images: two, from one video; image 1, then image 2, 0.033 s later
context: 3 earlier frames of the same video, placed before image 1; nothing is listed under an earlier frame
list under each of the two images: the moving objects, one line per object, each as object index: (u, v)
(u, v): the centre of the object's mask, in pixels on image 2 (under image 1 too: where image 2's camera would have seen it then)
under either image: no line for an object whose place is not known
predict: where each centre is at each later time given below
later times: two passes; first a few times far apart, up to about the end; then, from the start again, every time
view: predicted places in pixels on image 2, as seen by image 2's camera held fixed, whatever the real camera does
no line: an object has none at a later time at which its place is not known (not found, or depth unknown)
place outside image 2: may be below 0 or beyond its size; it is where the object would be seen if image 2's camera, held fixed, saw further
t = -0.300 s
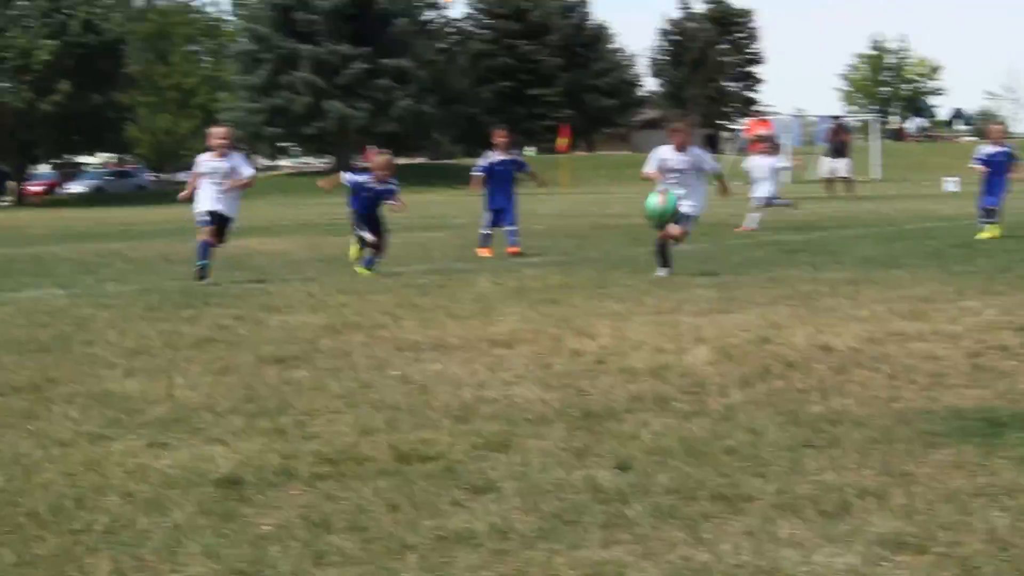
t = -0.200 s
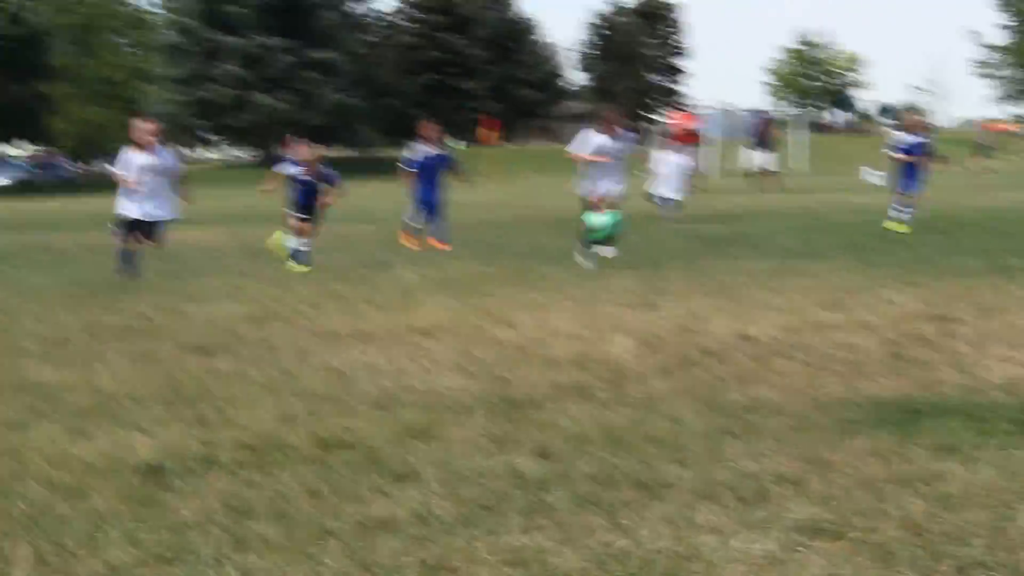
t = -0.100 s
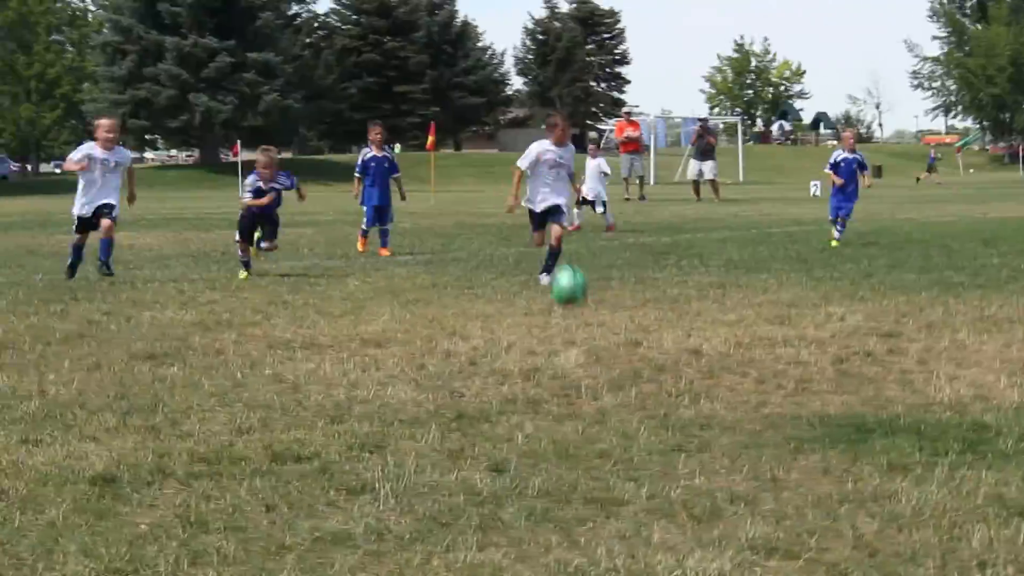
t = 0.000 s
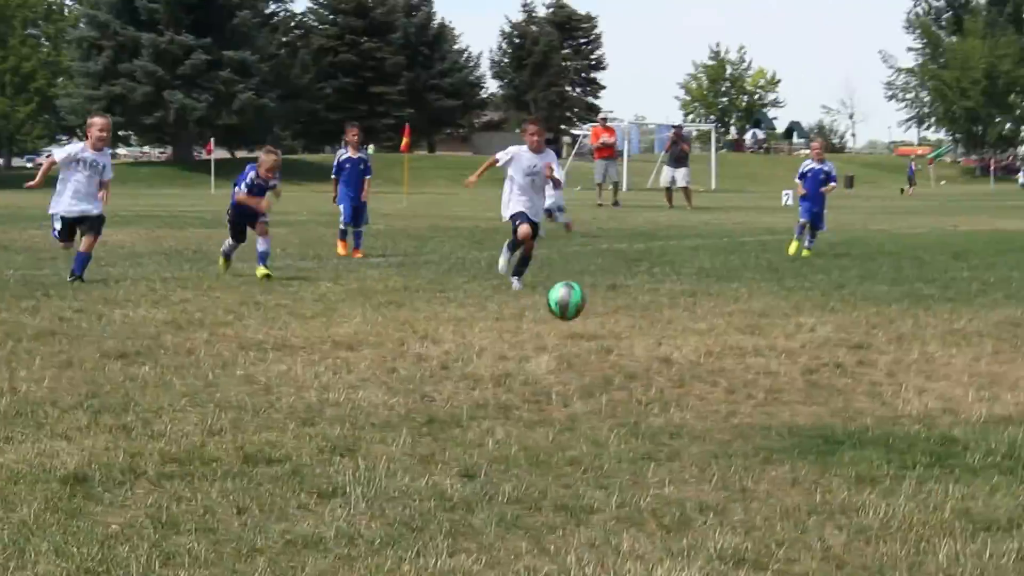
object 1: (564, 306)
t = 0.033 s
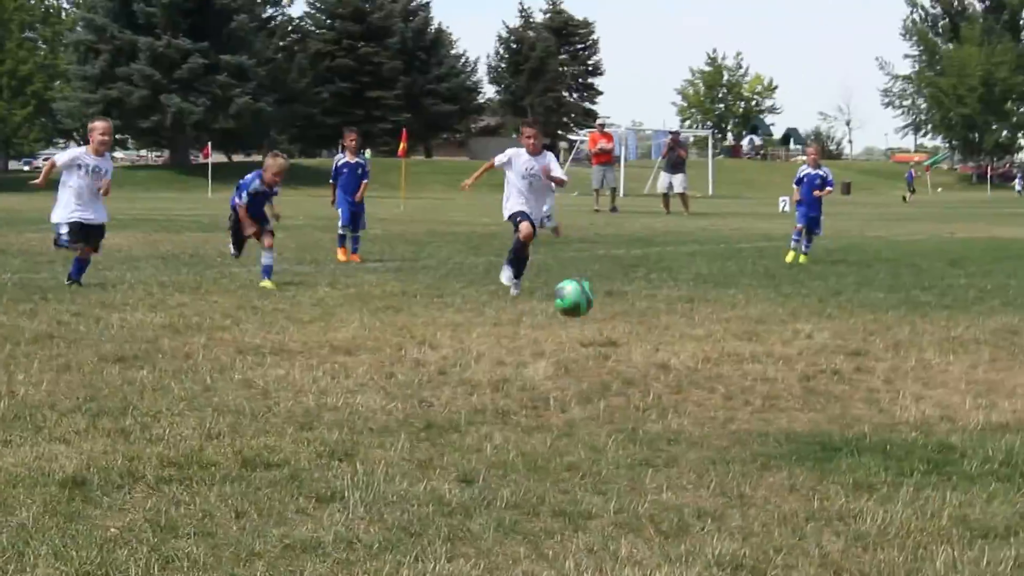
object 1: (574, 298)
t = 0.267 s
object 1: (651, 294)
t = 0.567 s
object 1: (766, 337)
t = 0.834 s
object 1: (884, 371)
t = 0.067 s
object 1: (585, 290)
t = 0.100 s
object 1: (594, 286)
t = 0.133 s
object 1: (605, 282)
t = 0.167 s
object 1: (616, 282)
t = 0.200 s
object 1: (628, 284)
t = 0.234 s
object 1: (639, 288)
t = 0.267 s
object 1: (651, 294)
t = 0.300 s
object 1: (662, 304)
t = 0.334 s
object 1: (675, 317)
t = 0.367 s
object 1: (686, 332)
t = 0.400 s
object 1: (698, 350)
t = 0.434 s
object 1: (711, 359)
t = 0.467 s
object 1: (724, 350)
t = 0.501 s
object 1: (737, 344)
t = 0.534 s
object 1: (751, 339)
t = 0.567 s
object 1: (766, 337)
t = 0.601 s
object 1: (780, 338)
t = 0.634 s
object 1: (795, 342)
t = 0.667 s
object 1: (810, 349)
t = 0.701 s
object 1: (827, 358)
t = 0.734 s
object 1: (843, 371)
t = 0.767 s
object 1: (856, 387)
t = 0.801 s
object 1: (870, 385)
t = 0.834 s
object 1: (884, 371)
